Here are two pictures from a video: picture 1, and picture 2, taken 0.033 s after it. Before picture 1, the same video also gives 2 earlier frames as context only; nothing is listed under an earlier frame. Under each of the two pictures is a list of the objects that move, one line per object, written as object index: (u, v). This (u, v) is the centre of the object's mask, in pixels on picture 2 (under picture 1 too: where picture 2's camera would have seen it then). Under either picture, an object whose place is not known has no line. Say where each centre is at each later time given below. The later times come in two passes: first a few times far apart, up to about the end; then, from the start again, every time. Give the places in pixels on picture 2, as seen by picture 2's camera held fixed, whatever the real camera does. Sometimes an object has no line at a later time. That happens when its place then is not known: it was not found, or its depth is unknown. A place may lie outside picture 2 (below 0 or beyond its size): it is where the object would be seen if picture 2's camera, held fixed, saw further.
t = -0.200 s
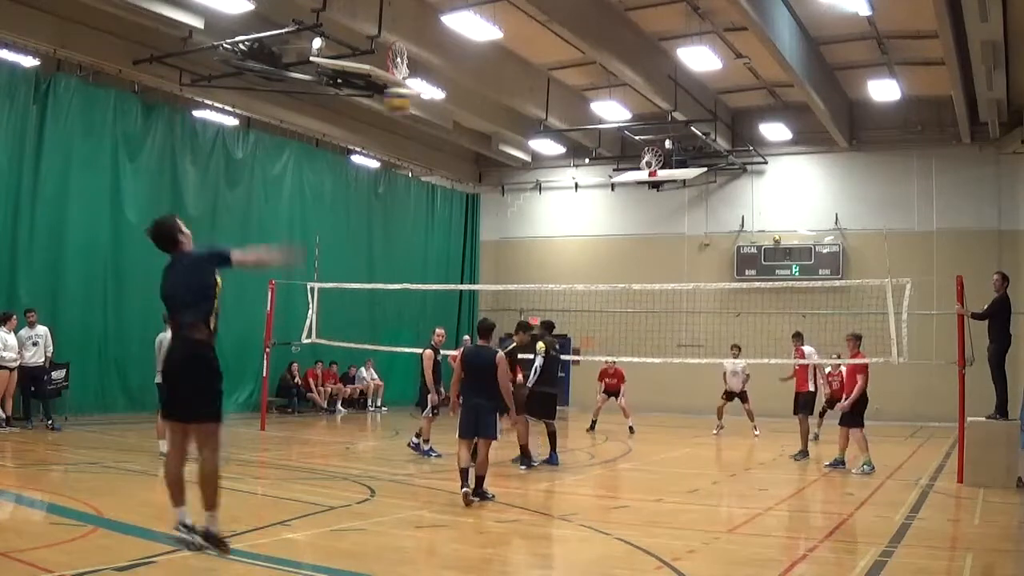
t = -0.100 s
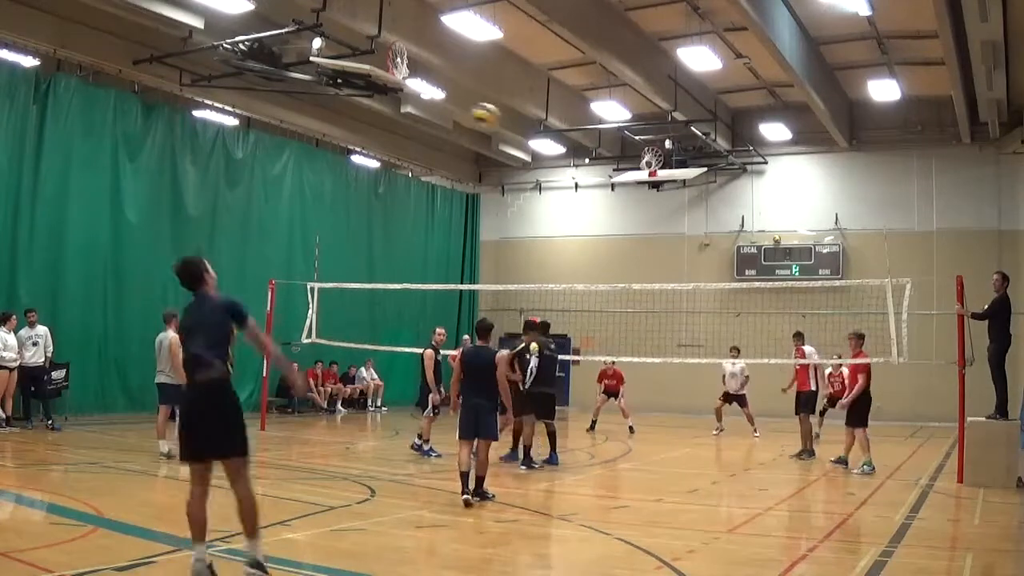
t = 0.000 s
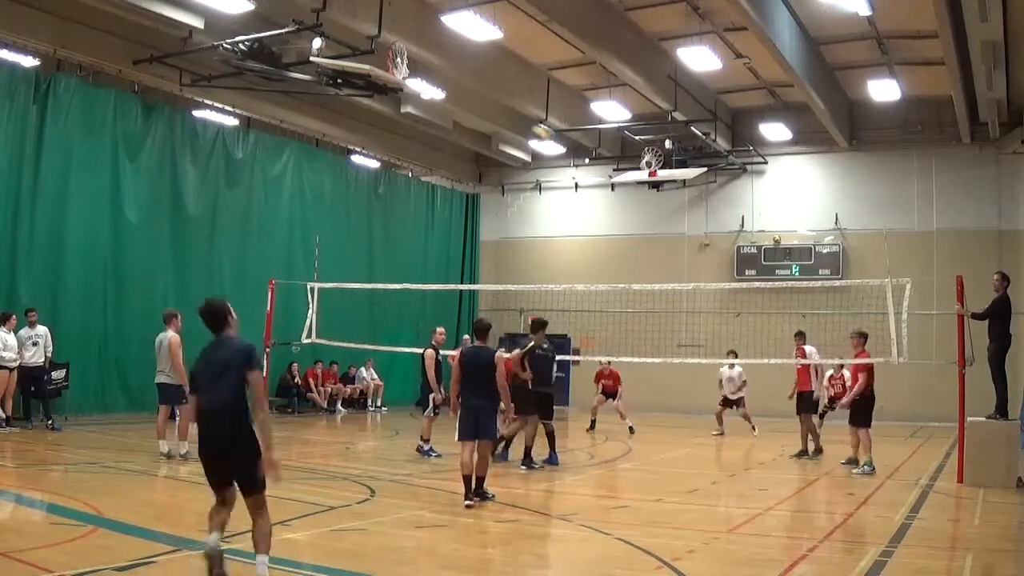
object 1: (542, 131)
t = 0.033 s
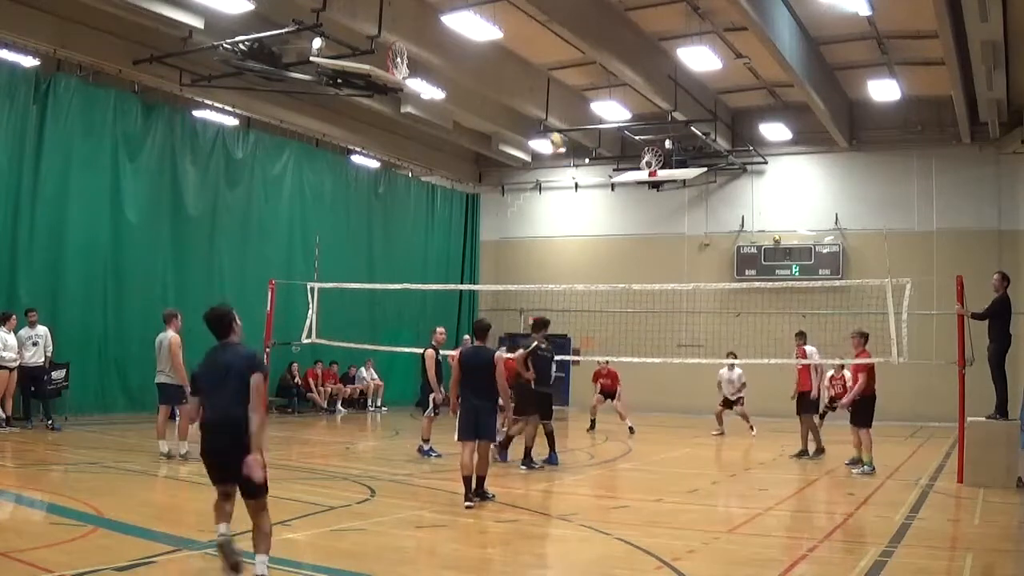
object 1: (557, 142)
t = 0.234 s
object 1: (615, 191)
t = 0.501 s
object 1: (662, 266)
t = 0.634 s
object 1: (681, 309)
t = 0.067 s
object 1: (570, 148)
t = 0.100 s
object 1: (580, 157)
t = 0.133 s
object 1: (591, 165)
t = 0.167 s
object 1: (600, 174)
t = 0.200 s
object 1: (608, 183)
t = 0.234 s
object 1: (615, 191)
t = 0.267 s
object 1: (623, 200)
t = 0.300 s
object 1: (630, 209)
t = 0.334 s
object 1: (636, 218)
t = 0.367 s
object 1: (641, 227)
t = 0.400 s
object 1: (646, 236)
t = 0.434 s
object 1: (652, 246)
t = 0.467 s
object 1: (657, 256)
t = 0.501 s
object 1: (662, 266)
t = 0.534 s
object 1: (667, 276)
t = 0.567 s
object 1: (671, 287)
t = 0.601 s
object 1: (676, 298)
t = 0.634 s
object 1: (681, 309)
